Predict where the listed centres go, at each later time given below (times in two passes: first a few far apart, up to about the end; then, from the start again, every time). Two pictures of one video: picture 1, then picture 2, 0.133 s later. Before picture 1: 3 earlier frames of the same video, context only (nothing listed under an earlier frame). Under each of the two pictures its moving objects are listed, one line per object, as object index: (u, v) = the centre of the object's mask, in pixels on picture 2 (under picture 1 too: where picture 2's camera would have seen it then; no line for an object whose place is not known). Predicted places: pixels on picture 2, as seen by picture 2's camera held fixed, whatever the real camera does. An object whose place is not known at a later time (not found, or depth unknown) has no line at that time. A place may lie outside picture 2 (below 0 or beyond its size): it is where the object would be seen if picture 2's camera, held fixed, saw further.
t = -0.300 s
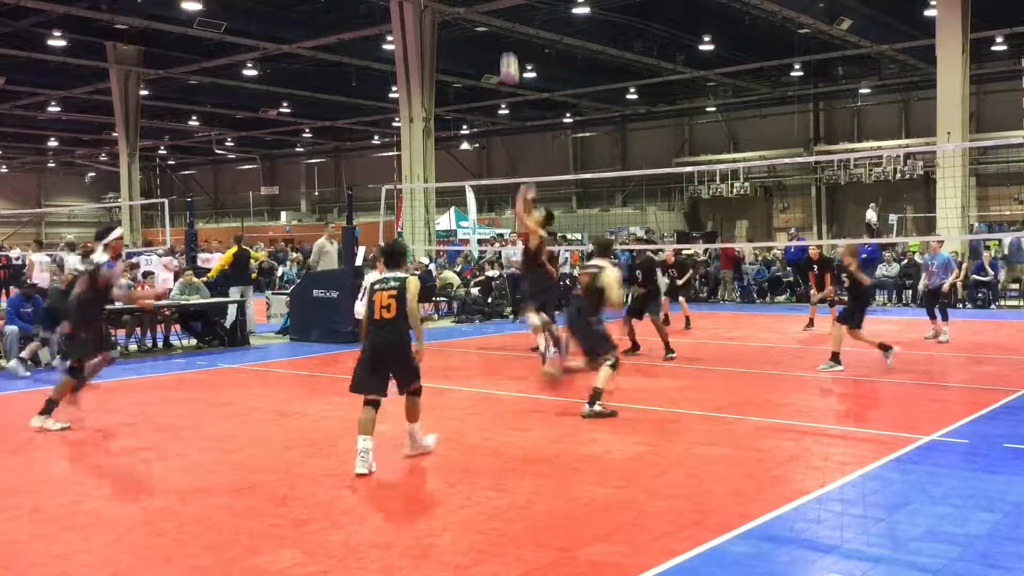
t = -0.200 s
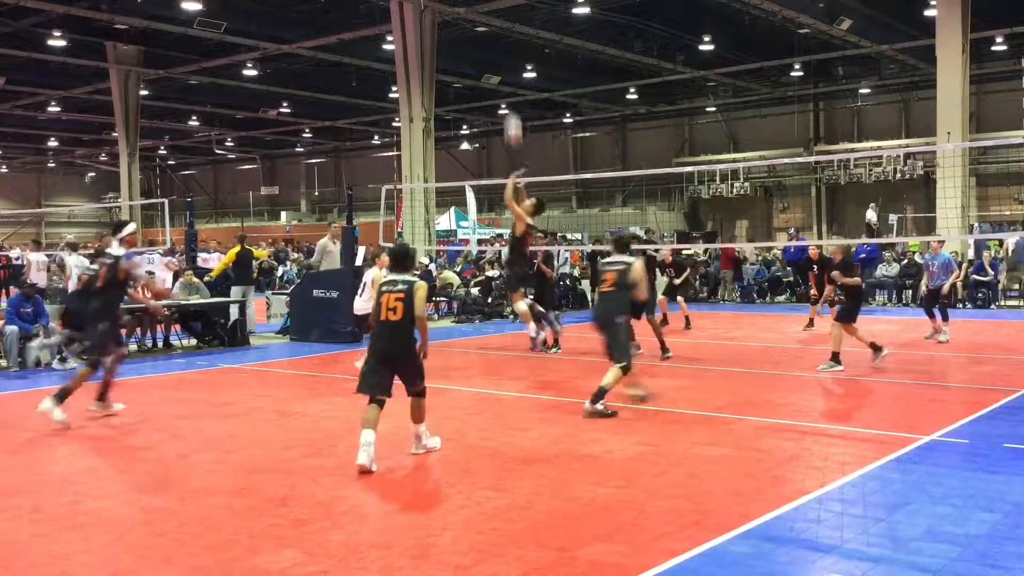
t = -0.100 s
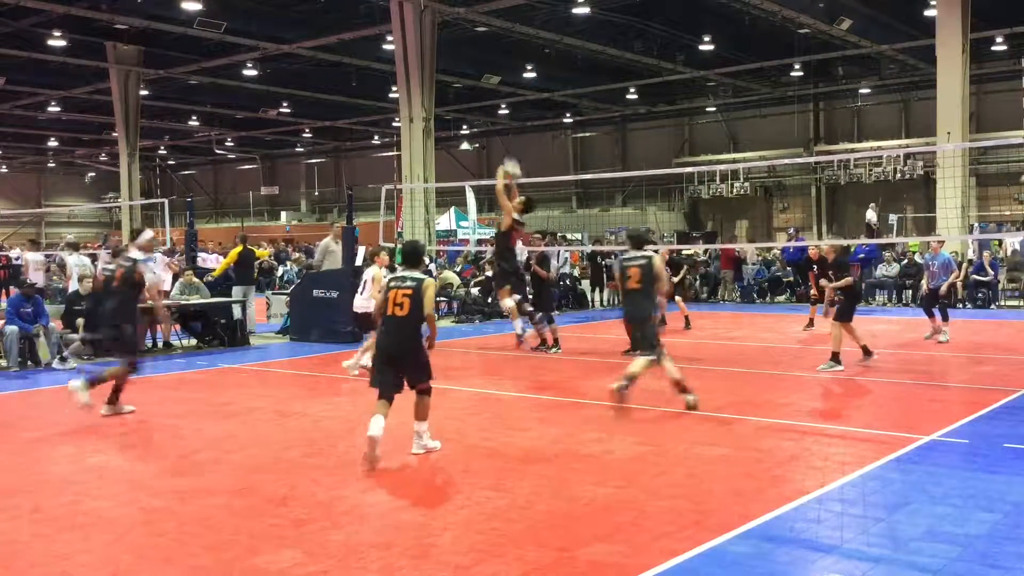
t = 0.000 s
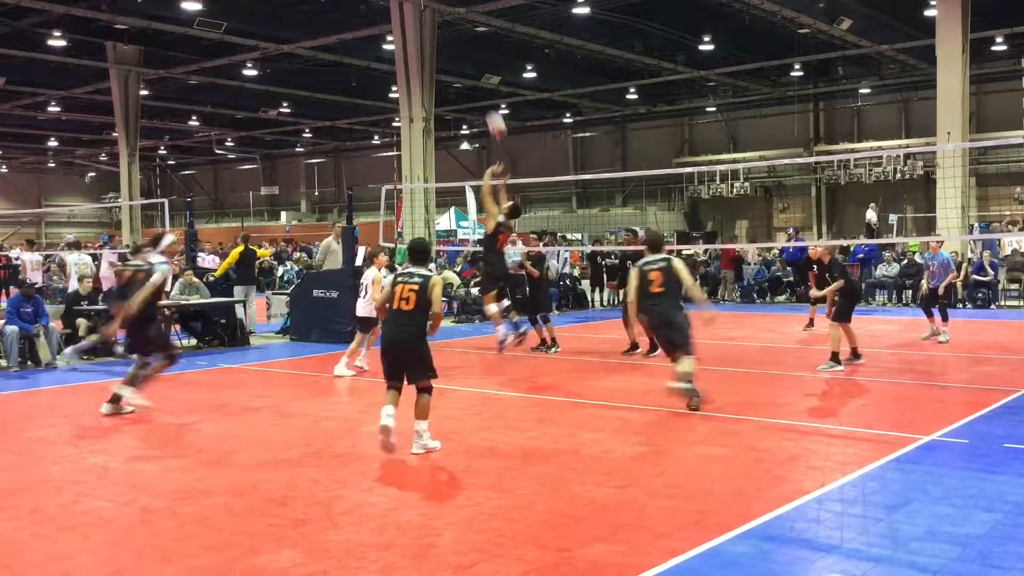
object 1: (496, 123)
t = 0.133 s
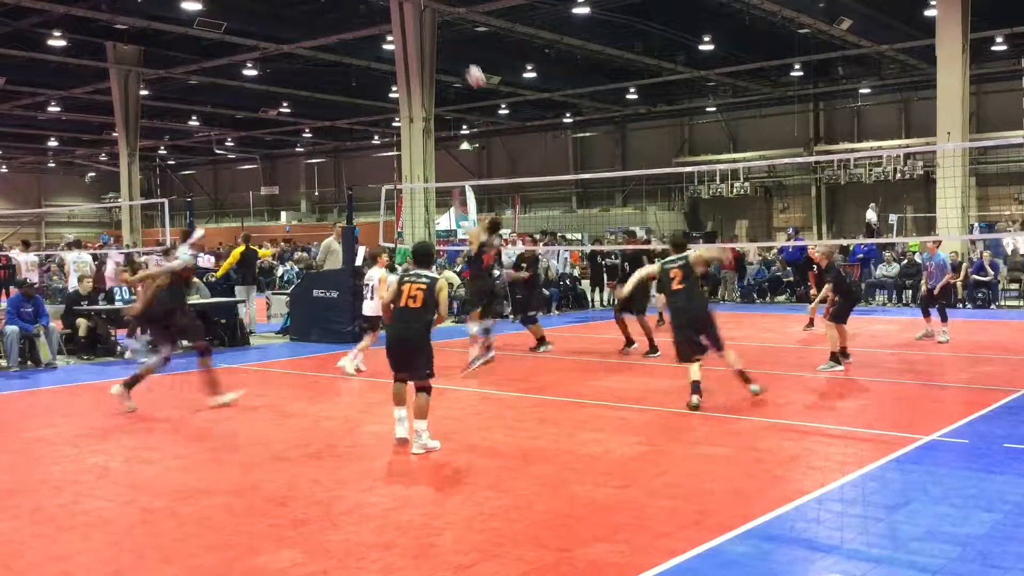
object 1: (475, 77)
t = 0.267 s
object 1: (456, 45)
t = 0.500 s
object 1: (427, 30)
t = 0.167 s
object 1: (470, 67)
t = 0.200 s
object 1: (466, 59)
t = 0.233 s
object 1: (461, 52)
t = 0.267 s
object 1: (456, 45)
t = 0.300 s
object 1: (452, 41)
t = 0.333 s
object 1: (447, 37)
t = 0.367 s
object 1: (443, 33)
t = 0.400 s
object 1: (439, 31)
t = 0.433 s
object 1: (435, 30)
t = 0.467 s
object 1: (431, 29)
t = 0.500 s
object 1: (427, 30)
